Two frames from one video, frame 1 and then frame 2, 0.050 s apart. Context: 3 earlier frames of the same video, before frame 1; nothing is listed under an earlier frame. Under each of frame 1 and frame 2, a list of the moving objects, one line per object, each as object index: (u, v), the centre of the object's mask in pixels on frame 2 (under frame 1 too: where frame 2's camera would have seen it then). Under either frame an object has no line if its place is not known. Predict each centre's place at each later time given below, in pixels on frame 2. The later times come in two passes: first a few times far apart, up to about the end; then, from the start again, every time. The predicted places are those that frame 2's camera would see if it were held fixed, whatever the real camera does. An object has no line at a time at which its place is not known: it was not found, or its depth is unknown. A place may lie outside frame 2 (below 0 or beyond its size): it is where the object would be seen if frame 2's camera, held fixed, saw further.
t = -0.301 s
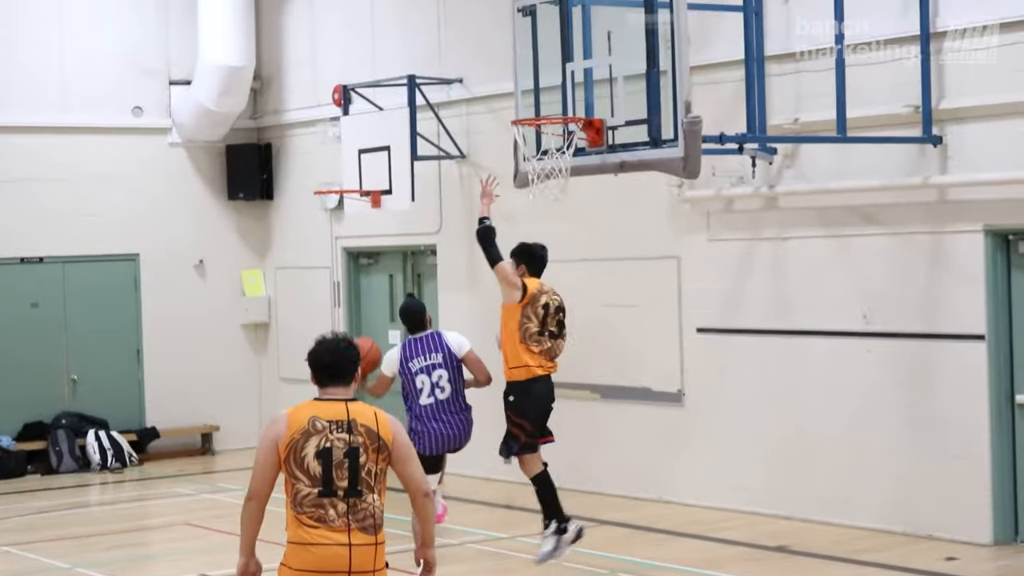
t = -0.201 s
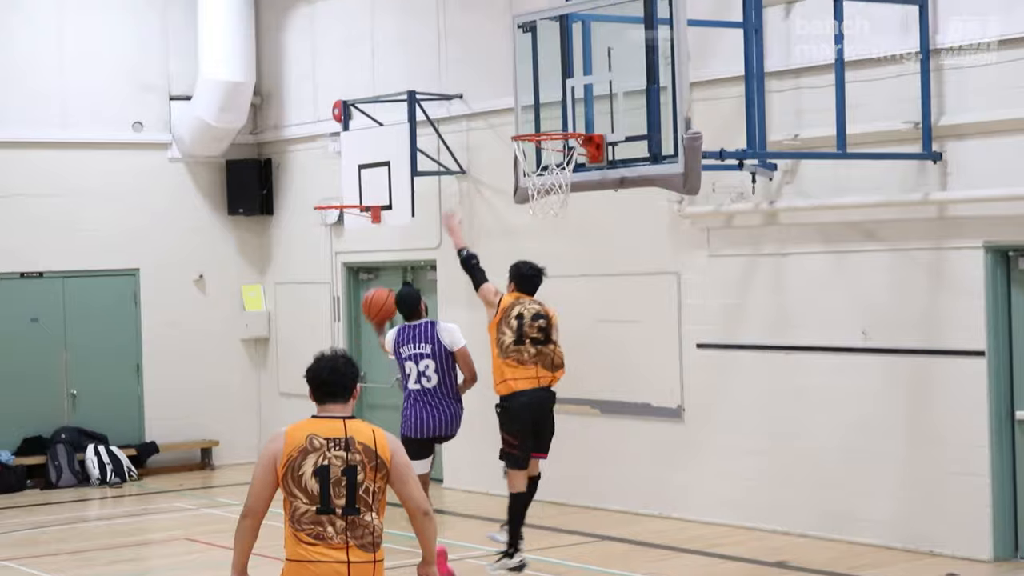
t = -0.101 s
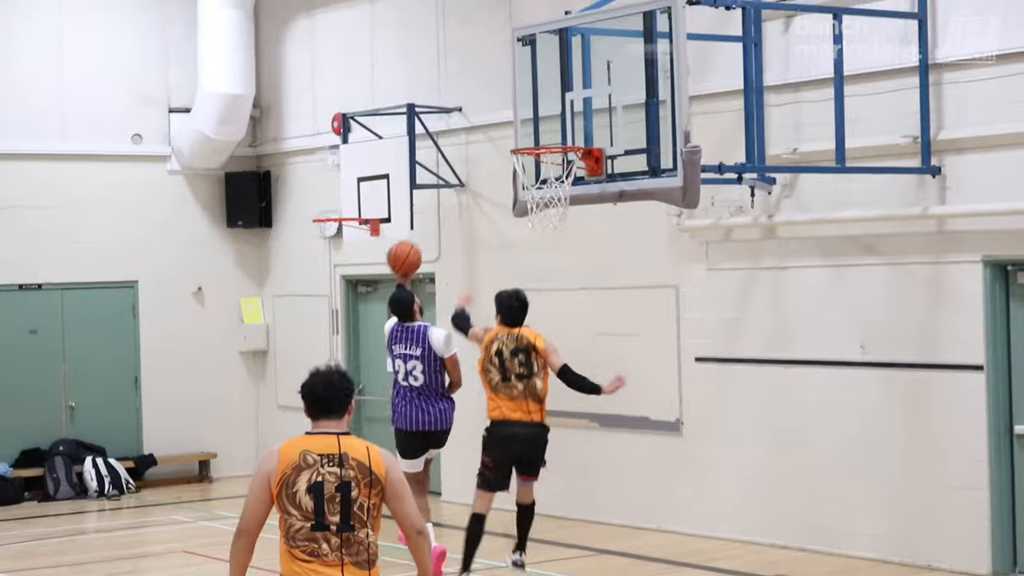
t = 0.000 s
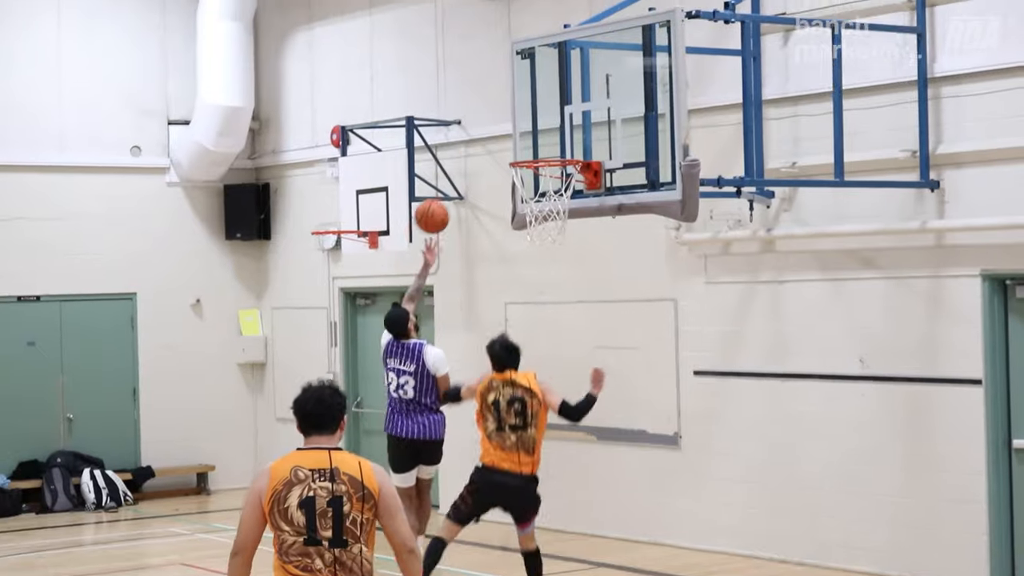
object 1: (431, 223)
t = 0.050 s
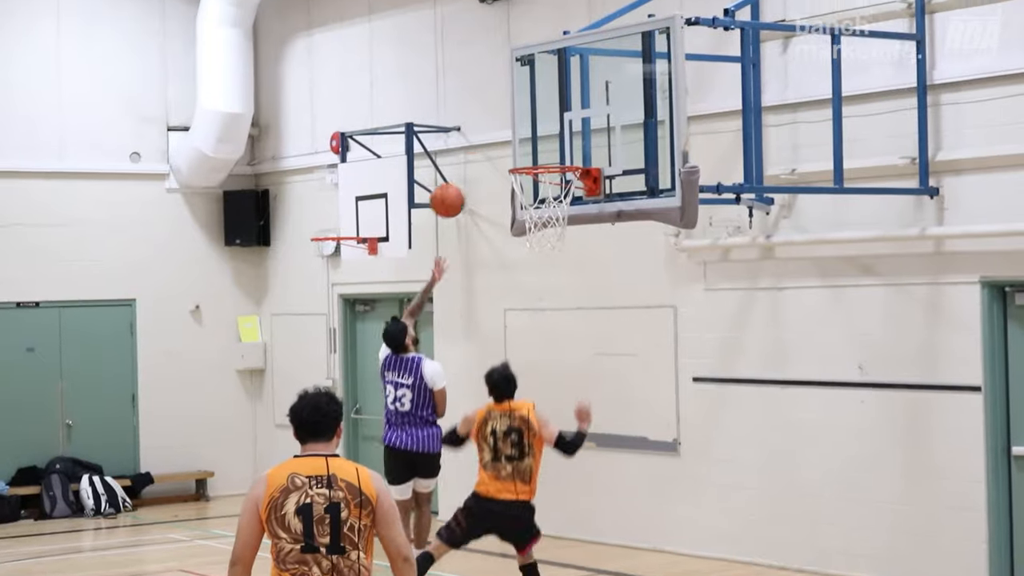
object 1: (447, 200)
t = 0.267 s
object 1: (517, 144)
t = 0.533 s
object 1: (530, 152)
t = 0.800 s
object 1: (510, 149)
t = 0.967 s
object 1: (499, 152)
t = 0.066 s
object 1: (453, 194)
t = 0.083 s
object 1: (458, 187)
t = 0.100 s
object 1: (463, 181)
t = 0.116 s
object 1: (469, 176)
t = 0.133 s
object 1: (474, 170)
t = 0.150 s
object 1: (479, 166)
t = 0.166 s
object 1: (485, 161)
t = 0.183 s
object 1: (490, 157)
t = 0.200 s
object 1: (496, 154)
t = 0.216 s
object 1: (501, 151)
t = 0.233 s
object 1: (506, 148)
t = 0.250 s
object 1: (512, 146)
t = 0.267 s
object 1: (517, 144)
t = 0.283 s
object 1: (523, 143)
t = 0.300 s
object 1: (528, 141)
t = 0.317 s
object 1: (534, 141)
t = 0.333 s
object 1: (539, 140)
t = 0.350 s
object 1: (545, 141)
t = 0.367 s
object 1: (545, 140)
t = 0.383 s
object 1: (544, 140)
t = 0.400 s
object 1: (542, 140)
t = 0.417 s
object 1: (541, 140)
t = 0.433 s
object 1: (540, 141)
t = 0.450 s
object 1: (538, 142)
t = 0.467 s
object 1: (536, 144)
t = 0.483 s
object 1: (534, 146)
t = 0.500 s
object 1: (533, 149)
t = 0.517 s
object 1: (531, 151)
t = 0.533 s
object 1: (530, 152)
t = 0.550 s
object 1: (528, 150)
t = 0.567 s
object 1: (527, 149)
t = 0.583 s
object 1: (526, 147)
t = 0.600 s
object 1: (525, 146)
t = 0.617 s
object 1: (523, 145)
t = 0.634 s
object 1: (522, 144)
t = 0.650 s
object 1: (521, 144)
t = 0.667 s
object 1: (520, 145)
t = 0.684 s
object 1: (519, 145)
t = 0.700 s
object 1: (517, 146)
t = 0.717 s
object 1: (516, 148)
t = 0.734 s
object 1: (515, 150)
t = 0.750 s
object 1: (513, 152)
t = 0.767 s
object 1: (512, 151)
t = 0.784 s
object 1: (511, 150)
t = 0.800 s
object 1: (510, 149)
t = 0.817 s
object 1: (509, 148)
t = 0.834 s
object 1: (508, 148)
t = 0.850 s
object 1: (507, 148)
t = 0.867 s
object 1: (506, 148)
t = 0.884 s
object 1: (506, 149)
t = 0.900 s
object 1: (504, 150)
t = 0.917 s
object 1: (503, 151)
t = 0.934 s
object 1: (502, 151)
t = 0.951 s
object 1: (501, 151)
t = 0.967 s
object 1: (499, 152)
